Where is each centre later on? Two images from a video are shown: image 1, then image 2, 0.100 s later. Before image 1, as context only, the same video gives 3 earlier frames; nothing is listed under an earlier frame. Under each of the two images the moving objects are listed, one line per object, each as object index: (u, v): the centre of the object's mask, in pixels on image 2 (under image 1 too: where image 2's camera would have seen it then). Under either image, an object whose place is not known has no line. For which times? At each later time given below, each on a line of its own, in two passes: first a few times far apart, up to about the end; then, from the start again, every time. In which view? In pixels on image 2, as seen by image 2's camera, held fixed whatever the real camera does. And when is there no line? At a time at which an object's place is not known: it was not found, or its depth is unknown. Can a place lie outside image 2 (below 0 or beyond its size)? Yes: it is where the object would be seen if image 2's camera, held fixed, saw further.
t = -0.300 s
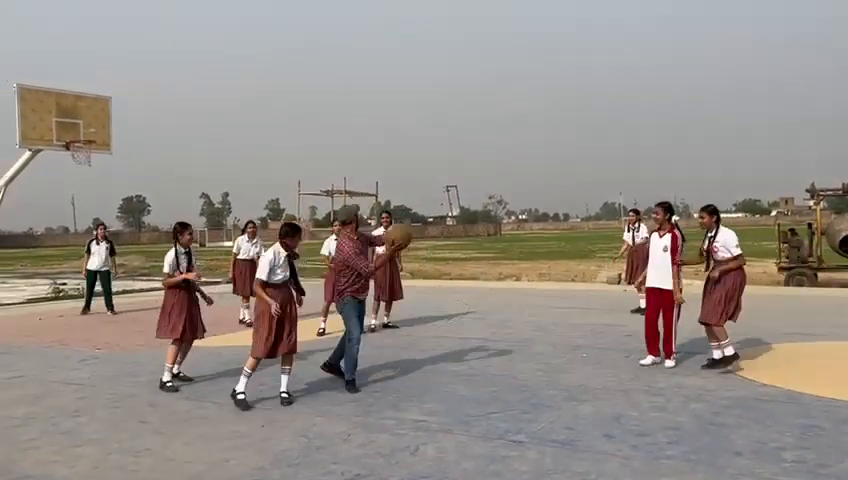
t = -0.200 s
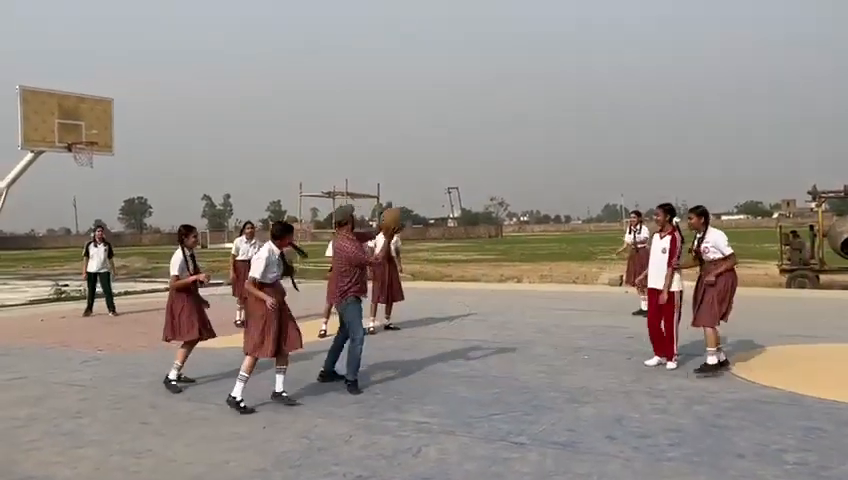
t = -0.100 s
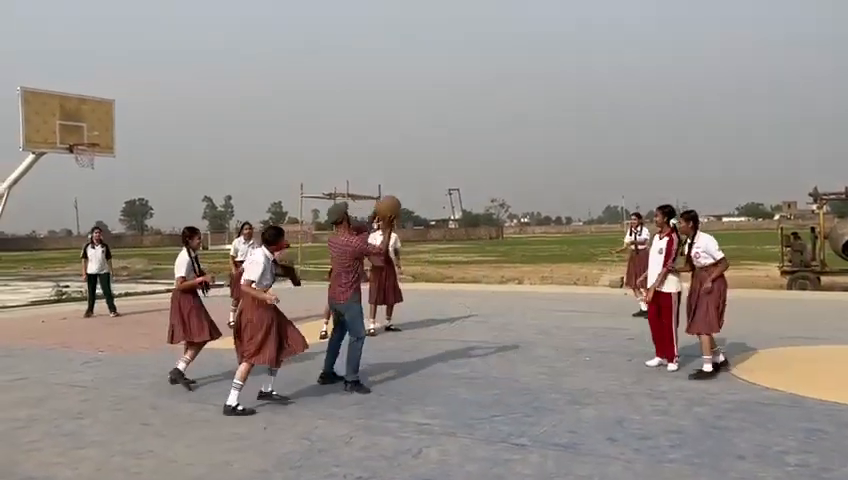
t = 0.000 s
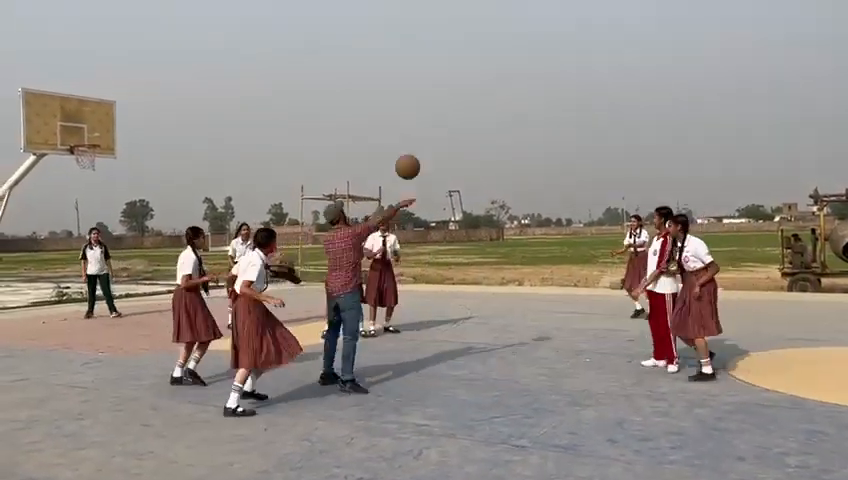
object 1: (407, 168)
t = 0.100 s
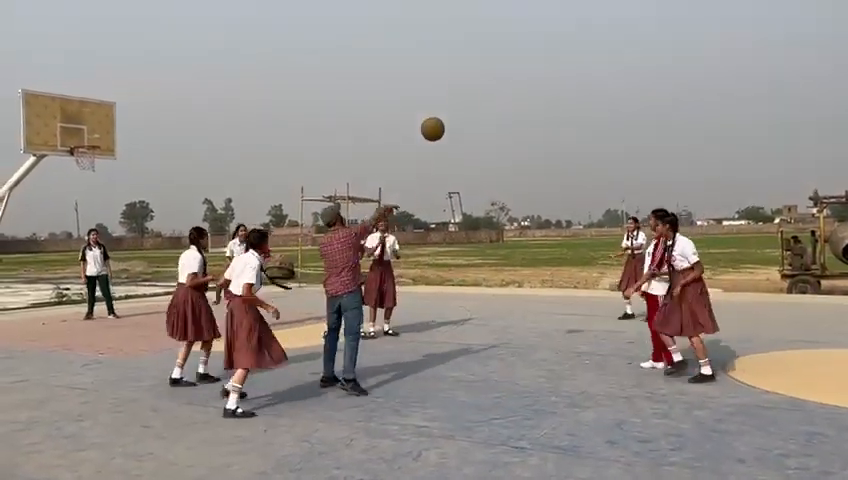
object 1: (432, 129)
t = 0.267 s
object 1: (471, 91)
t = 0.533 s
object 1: (523, 86)
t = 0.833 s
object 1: (571, 144)
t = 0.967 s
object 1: (590, 186)
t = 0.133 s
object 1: (440, 119)
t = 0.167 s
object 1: (448, 110)
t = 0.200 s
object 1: (456, 102)
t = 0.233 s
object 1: (464, 96)
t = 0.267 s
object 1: (471, 91)
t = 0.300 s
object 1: (478, 86)
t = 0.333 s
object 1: (485, 83)
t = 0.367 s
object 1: (492, 81)
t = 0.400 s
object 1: (498, 80)
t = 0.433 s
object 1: (505, 80)
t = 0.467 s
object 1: (511, 81)
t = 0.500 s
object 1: (517, 83)
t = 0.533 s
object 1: (523, 86)
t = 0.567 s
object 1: (529, 90)
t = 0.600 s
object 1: (535, 94)
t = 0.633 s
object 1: (541, 99)
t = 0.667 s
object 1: (546, 105)
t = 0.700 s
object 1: (551, 111)
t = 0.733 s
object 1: (557, 118)
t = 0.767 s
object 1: (562, 126)
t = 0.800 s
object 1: (567, 134)
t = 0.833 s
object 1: (571, 144)
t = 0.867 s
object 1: (576, 153)
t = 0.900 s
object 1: (581, 163)
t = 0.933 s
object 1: (586, 174)
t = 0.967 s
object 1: (590, 186)
